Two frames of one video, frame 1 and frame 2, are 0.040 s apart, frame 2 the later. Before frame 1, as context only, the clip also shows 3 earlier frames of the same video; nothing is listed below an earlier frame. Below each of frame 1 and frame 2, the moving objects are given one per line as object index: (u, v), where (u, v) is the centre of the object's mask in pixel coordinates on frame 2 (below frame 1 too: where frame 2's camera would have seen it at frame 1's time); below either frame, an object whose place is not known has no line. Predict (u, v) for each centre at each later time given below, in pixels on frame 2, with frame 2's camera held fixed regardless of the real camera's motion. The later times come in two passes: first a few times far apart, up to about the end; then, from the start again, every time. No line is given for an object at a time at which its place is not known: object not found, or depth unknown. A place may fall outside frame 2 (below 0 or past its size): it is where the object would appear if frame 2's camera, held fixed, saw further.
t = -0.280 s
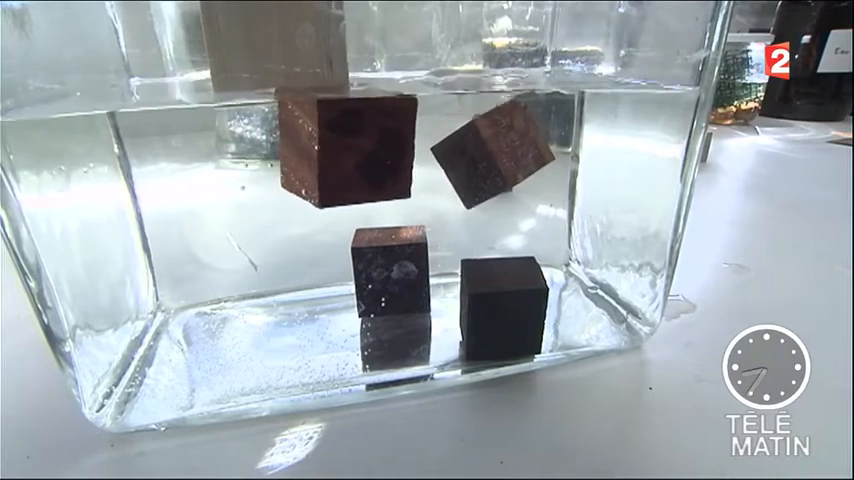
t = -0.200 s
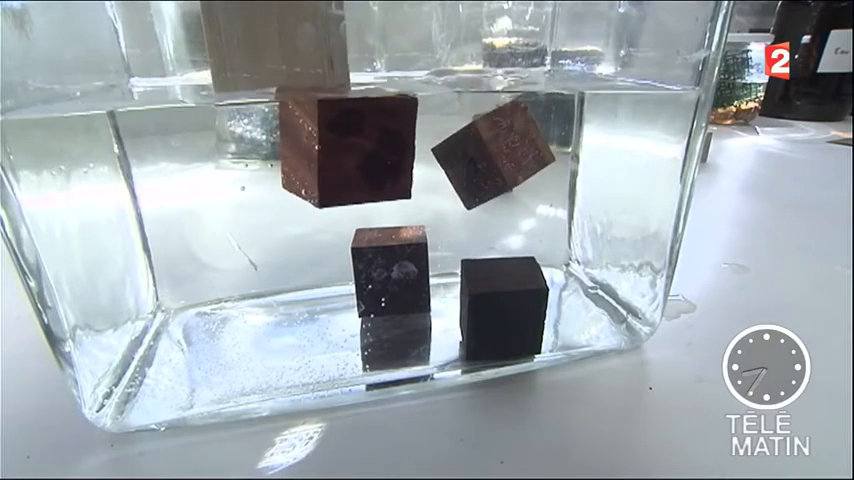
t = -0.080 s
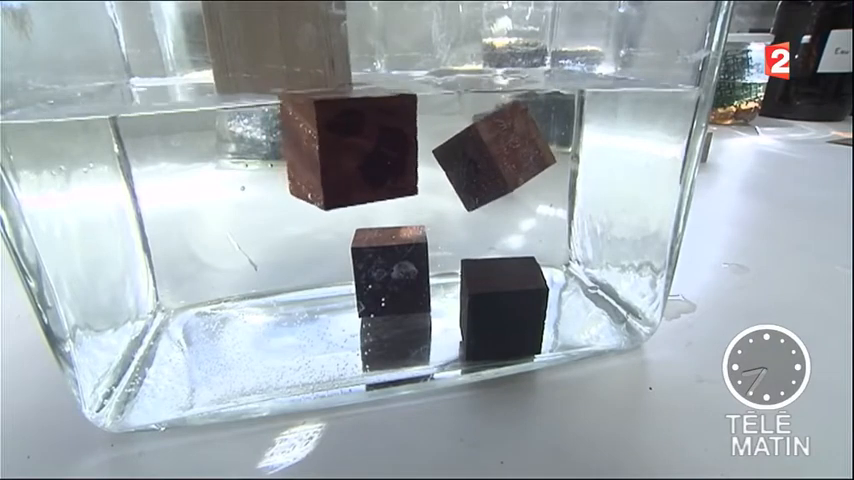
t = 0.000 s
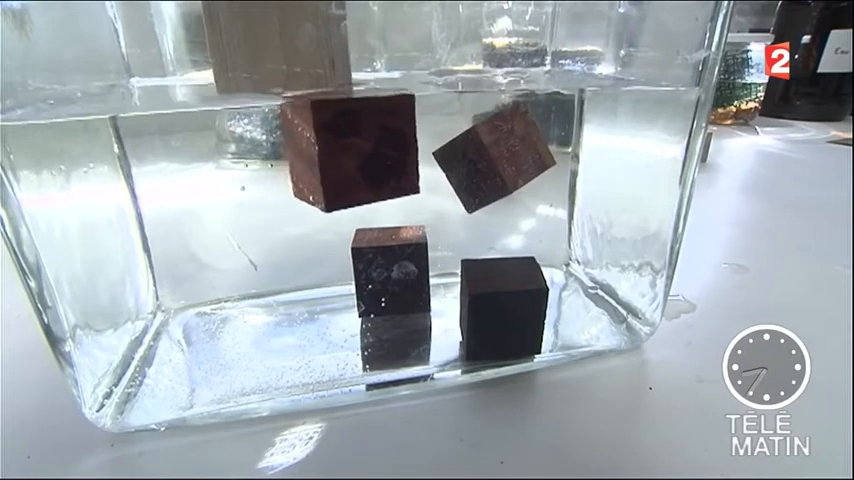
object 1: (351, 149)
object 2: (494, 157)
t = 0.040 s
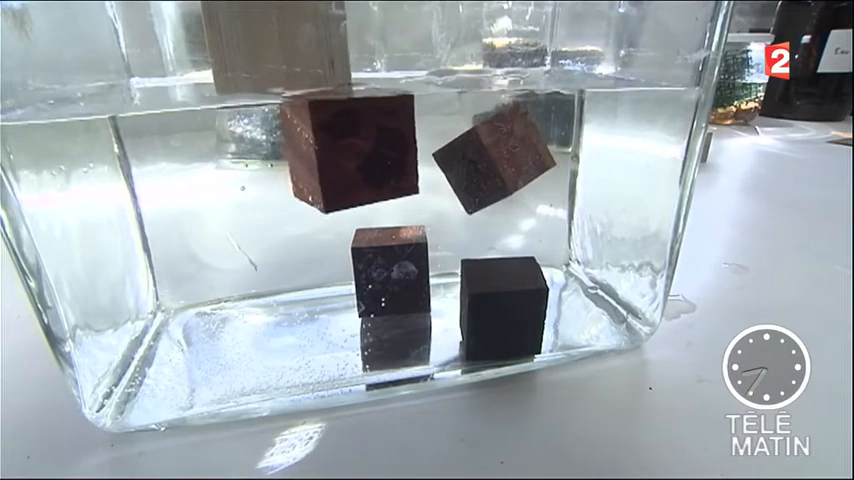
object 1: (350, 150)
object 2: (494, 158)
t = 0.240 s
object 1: (347, 148)
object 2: (493, 164)
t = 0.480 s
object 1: (350, 150)
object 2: (495, 170)
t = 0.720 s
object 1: (347, 151)
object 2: (494, 178)
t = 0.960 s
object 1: (349, 151)
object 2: (495, 186)
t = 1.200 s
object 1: (343, 152)
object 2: (494, 194)
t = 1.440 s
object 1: (343, 152)
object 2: (494, 203)
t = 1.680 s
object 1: (341, 151)
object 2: (494, 211)
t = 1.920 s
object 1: (340, 152)
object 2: (495, 219)
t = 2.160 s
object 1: (339, 151)
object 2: (494, 227)
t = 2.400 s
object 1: (338, 151)
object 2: (494, 233)
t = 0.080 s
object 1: (350, 149)
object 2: (494, 160)
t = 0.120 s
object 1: (349, 149)
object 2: (494, 161)
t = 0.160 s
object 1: (347, 148)
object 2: (494, 162)
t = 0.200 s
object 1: (347, 148)
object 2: (493, 164)
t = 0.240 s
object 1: (347, 148)
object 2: (493, 164)
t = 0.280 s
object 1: (347, 149)
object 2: (493, 165)
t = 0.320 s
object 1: (348, 150)
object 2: (494, 166)
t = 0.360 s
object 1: (349, 150)
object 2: (494, 167)
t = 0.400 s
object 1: (350, 150)
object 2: (494, 168)
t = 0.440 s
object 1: (350, 150)
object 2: (495, 169)
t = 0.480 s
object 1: (350, 150)
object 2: (495, 170)
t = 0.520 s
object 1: (350, 150)
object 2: (495, 172)
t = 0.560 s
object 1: (350, 150)
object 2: (495, 173)
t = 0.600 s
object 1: (349, 150)
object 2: (494, 174)
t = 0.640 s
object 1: (349, 150)
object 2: (494, 176)
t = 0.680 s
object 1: (348, 150)
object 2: (494, 177)
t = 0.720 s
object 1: (347, 151)
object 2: (494, 178)
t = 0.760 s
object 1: (346, 152)
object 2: (494, 180)
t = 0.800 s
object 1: (346, 152)
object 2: (494, 181)
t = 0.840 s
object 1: (347, 152)
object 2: (494, 182)
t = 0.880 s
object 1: (348, 152)
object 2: (494, 183)
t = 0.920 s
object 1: (348, 151)
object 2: (495, 184)
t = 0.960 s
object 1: (349, 151)
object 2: (495, 186)
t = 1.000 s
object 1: (348, 151)
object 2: (495, 187)
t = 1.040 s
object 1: (348, 151)
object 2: (495, 188)
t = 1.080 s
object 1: (347, 151)
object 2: (494, 190)
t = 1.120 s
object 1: (345, 151)
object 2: (494, 191)
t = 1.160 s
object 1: (344, 152)
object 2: (494, 193)
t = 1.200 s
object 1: (343, 152)
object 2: (494, 194)
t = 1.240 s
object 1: (342, 152)
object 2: (494, 196)
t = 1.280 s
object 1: (342, 151)
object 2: (494, 197)
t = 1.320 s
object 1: (342, 151)
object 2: (494, 199)
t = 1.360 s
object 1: (342, 151)
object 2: (494, 200)
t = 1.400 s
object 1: (343, 152)
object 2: (494, 201)
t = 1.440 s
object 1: (343, 152)
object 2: (494, 203)
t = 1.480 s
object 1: (343, 152)
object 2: (494, 204)
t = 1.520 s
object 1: (343, 152)
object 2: (494, 206)
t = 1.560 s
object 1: (342, 152)
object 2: (494, 207)
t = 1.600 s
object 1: (342, 152)
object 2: (494, 208)
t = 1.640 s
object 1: (341, 151)
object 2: (494, 210)
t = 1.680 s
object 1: (341, 151)
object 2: (494, 211)
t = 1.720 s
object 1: (340, 151)
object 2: (494, 213)
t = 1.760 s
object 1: (339, 151)
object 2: (494, 214)
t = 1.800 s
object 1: (338, 152)
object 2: (494, 215)
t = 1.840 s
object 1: (338, 151)
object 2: (494, 217)
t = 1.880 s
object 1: (339, 153)
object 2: (494, 218)
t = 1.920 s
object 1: (340, 152)
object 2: (495, 219)
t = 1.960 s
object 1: (341, 152)
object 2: (495, 220)
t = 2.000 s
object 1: (341, 152)
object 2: (495, 221)
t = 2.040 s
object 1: (341, 152)
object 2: (494, 223)
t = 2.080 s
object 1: (340, 152)
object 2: (494, 225)
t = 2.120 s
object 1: (339, 148)
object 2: (494, 226)
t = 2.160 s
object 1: (339, 151)
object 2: (494, 227)
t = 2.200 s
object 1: (338, 152)
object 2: (494, 227)
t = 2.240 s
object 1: (338, 152)
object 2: (494, 228)
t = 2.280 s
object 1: (337, 152)
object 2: (494, 230)
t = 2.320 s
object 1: (337, 152)
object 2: (494, 231)
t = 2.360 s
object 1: (338, 151)
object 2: (494, 233)
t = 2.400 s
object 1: (338, 151)
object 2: (494, 233)
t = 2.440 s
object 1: (339, 151)
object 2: (495, 233)
